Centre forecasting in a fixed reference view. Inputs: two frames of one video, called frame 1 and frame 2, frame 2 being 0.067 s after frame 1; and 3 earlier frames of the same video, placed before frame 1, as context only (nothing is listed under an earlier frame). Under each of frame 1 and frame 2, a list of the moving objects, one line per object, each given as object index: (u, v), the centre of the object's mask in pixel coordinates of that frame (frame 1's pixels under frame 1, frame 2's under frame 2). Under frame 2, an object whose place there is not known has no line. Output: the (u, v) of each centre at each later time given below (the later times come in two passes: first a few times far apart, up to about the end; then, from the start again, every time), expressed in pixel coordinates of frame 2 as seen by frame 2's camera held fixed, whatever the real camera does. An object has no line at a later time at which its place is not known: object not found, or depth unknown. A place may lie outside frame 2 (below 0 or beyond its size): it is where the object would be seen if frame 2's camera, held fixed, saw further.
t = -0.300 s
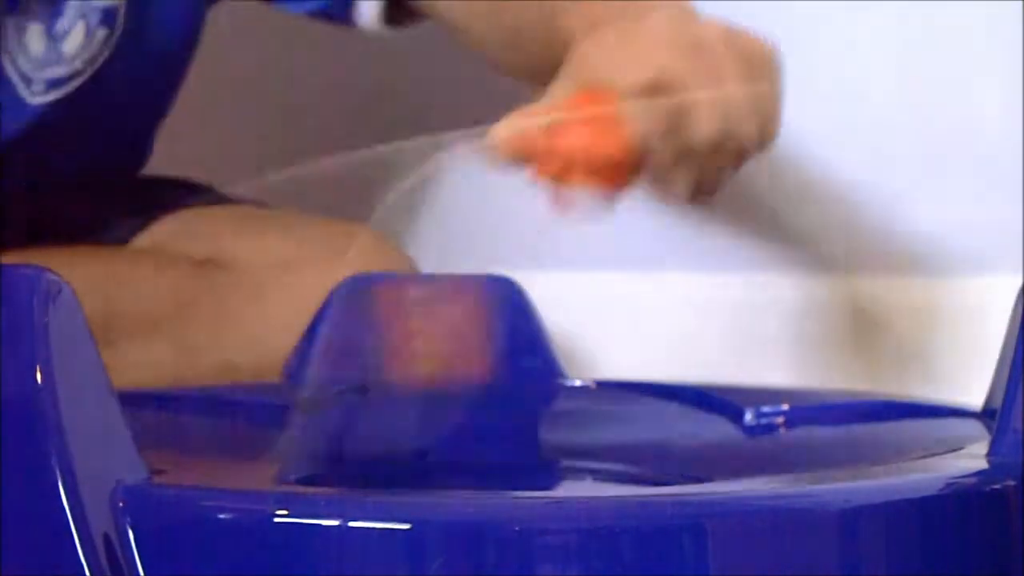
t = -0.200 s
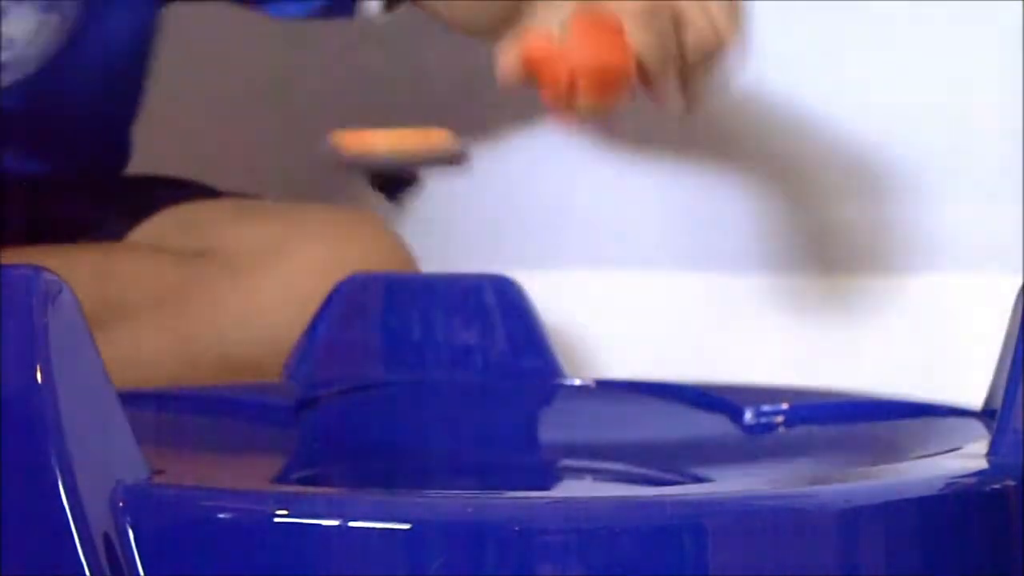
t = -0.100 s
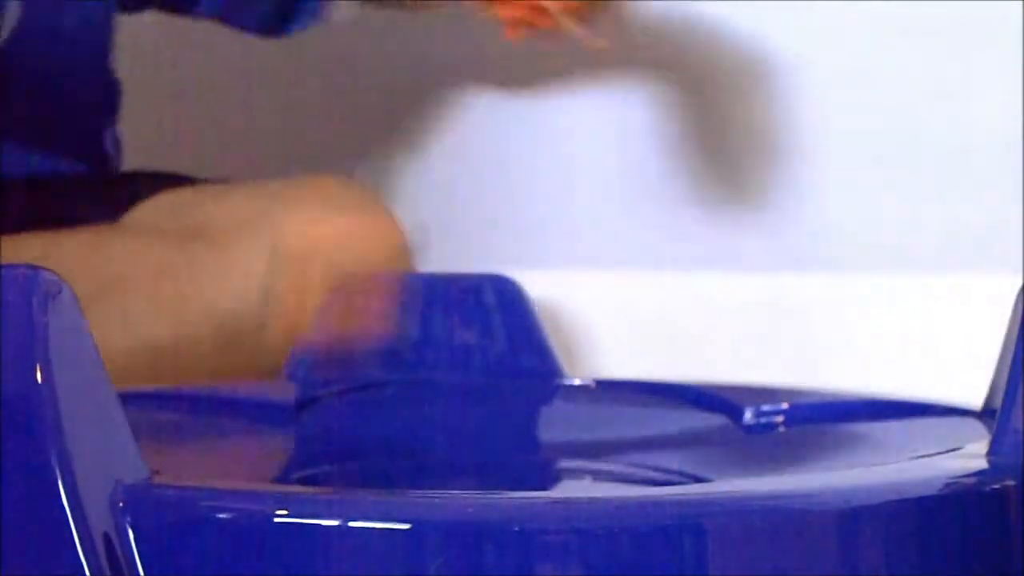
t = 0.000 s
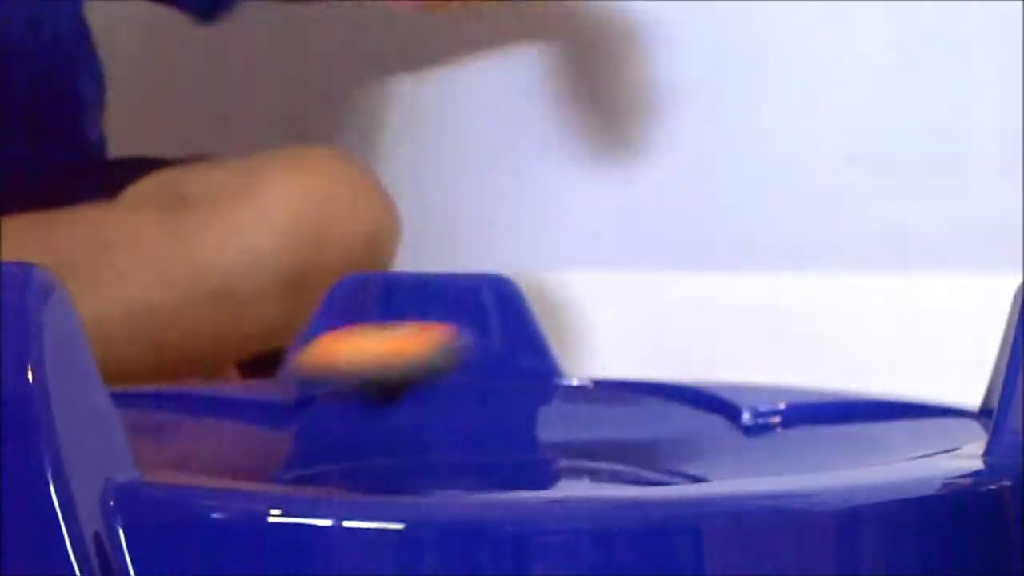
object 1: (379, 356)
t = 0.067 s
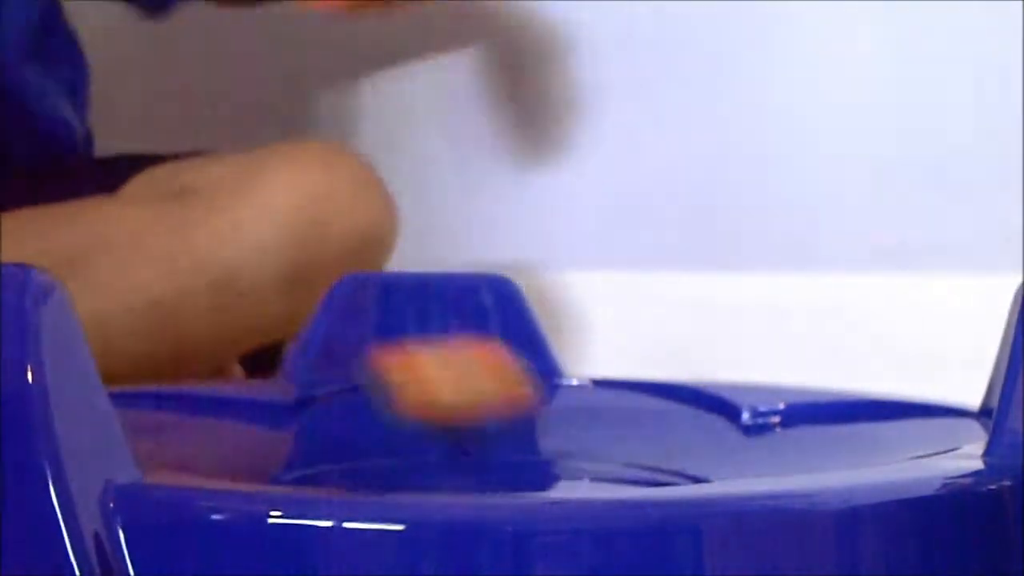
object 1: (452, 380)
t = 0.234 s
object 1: (699, 449)
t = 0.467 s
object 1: (863, 368)
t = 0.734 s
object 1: (409, 412)
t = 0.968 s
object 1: (287, 451)
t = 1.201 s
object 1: (831, 368)
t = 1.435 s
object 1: (751, 401)
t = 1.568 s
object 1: (495, 409)
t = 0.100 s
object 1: (491, 444)
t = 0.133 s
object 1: (547, 442)
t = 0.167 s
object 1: (593, 443)
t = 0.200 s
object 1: (653, 453)
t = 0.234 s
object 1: (699, 449)
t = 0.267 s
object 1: (756, 443)
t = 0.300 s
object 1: (806, 434)
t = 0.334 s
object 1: (843, 423)
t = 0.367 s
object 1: (870, 410)
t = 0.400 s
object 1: (881, 394)
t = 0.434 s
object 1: (879, 380)
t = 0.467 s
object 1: (863, 368)
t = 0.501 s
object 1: (820, 364)
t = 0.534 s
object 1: (769, 381)
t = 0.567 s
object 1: (707, 396)
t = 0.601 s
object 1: (641, 400)
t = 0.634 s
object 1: (581, 406)
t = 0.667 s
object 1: (519, 412)
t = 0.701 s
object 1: (464, 412)
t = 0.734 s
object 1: (409, 412)
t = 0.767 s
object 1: (359, 412)
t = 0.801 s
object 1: (313, 415)
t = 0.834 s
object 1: (278, 421)
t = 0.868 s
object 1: (253, 428)
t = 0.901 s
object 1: (244, 437)
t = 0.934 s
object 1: (252, 444)
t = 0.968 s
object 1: (287, 451)
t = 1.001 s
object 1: (344, 453)
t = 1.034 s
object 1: (435, 449)
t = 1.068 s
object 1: (537, 444)
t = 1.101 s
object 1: (650, 436)
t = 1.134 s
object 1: (765, 414)
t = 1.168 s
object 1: (810, 371)
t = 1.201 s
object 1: (831, 368)
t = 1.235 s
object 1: (866, 398)
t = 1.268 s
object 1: (875, 415)
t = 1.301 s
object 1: (879, 416)
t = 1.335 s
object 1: (872, 410)
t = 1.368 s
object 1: (846, 406)
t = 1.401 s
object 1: (806, 403)
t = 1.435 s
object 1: (751, 401)
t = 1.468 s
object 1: (690, 401)
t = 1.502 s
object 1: (624, 402)
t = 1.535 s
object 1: (559, 405)
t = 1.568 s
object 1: (495, 409)
